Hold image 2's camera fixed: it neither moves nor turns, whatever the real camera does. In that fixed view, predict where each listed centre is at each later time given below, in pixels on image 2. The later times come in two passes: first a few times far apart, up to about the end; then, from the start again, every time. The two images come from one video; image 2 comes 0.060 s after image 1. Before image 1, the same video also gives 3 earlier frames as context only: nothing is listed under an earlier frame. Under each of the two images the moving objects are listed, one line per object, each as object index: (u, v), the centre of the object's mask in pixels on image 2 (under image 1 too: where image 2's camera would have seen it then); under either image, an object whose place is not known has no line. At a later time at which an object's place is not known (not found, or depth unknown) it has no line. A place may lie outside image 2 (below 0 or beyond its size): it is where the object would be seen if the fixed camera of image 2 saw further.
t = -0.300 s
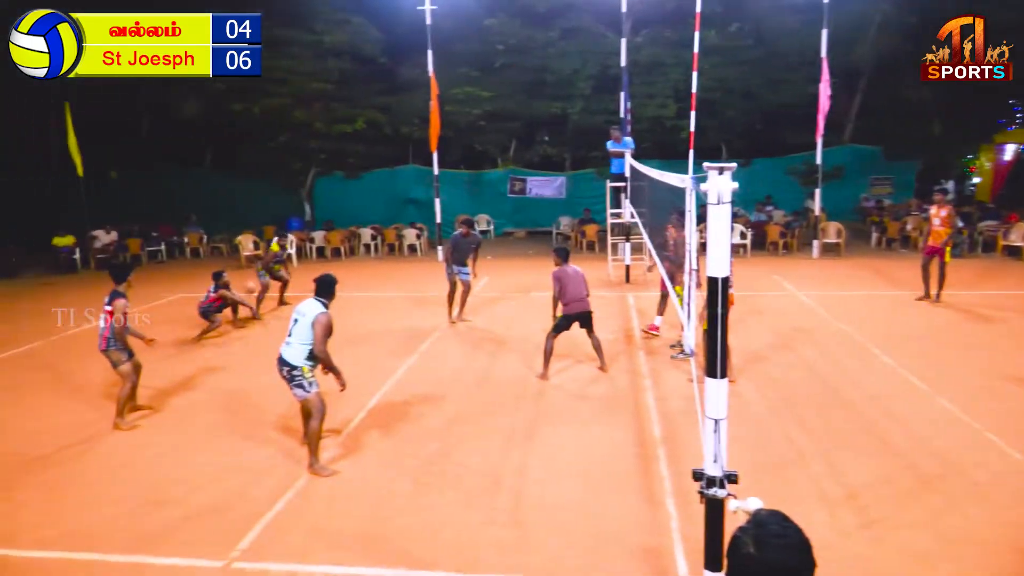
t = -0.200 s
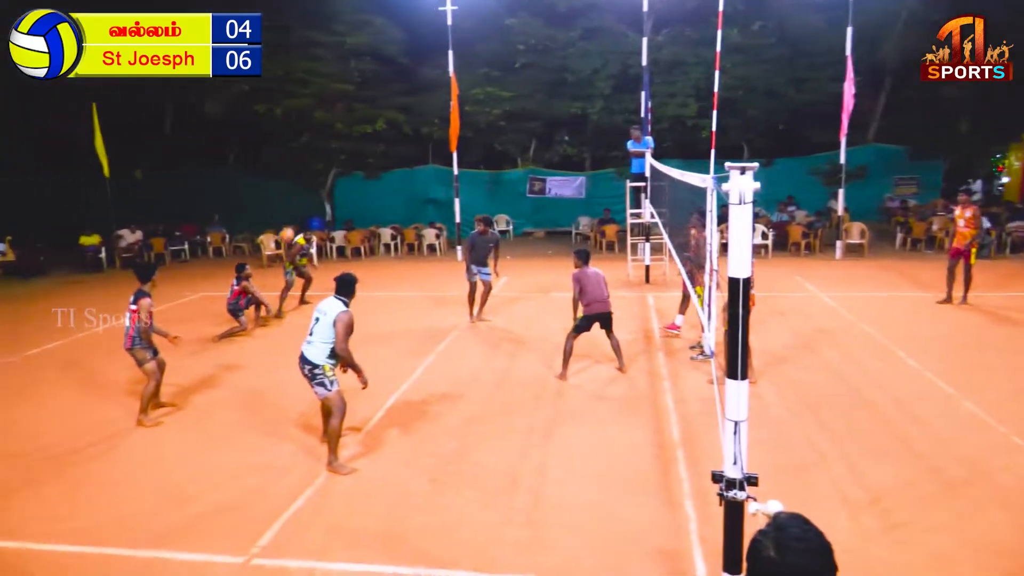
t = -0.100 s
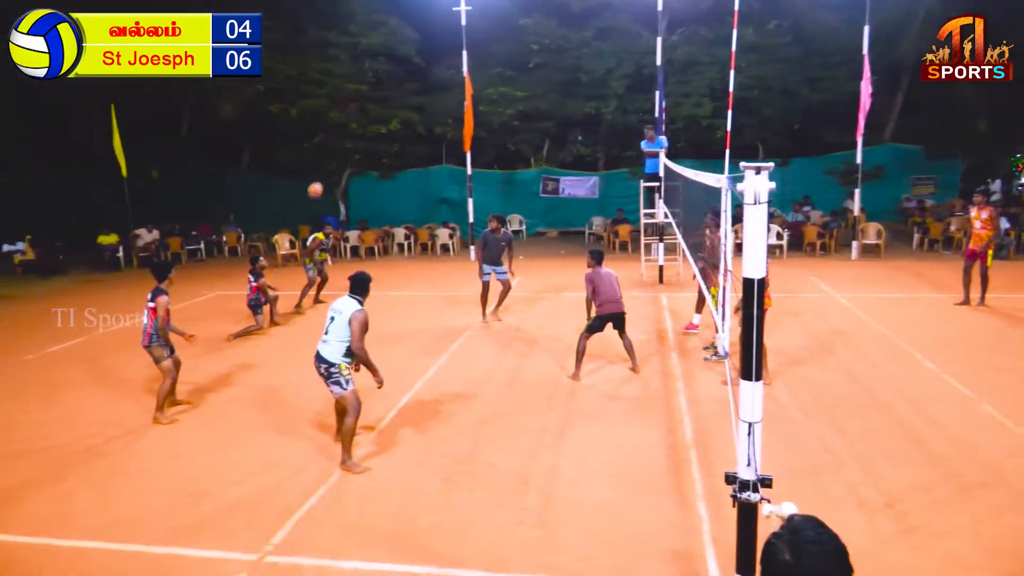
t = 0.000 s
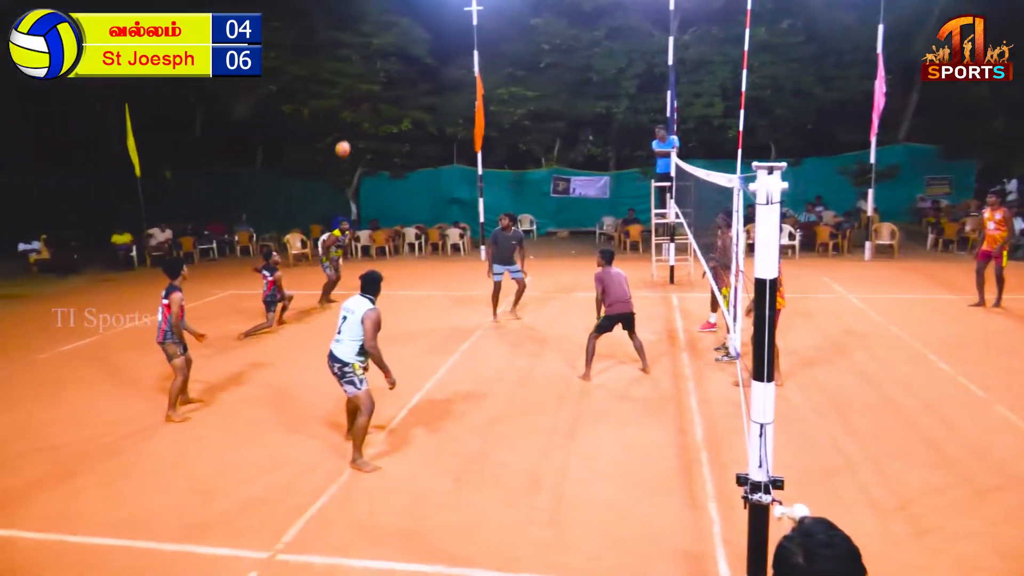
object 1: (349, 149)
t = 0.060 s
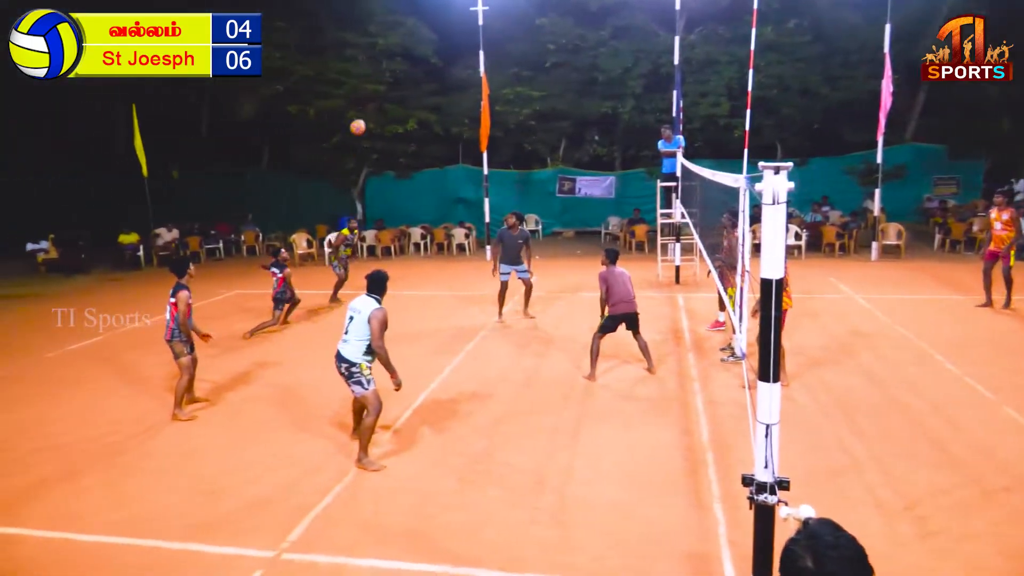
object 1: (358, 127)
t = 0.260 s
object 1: (391, 70)
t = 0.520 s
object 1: (437, 33)
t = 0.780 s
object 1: (487, 45)
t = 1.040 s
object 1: (539, 105)
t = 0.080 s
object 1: (361, 120)
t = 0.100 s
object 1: (364, 114)
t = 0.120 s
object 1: (368, 107)
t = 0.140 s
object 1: (371, 101)
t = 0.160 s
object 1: (375, 95)
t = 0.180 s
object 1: (378, 89)
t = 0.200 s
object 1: (381, 84)
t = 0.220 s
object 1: (384, 79)
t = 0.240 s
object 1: (387, 74)
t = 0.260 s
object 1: (391, 70)
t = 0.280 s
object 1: (394, 66)
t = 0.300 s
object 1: (398, 62)
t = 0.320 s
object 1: (402, 58)
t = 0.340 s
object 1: (405, 54)
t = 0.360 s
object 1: (408, 50)
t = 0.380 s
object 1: (411, 47)
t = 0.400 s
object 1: (415, 44)
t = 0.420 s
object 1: (418, 42)
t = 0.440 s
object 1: (422, 40)
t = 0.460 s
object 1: (426, 38)
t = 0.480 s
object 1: (430, 36)
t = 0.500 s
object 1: (433, 35)
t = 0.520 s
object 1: (437, 33)
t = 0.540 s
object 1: (440, 32)
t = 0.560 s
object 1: (444, 31)
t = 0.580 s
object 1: (448, 32)
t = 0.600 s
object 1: (452, 32)
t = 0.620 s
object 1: (455, 32)
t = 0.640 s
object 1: (459, 33)
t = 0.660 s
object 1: (464, 34)
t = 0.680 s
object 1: (467, 34)
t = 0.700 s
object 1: (471, 36)
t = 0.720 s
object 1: (474, 37)
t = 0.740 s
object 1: (478, 40)
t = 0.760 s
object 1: (482, 42)
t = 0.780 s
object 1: (487, 45)
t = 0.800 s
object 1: (490, 48)
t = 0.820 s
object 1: (494, 51)
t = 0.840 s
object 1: (498, 54)
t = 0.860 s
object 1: (502, 58)
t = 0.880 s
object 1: (506, 62)
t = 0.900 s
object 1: (510, 66)
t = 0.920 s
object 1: (514, 71)
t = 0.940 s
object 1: (517, 76)
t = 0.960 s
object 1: (522, 82)
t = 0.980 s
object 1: (526, 87)
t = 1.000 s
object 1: (530, 93)
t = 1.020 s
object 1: (534, 99)
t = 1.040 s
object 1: (539, 105)
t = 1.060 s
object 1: (542, 112)
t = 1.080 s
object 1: (546, 119)
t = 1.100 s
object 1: (551, 126)
